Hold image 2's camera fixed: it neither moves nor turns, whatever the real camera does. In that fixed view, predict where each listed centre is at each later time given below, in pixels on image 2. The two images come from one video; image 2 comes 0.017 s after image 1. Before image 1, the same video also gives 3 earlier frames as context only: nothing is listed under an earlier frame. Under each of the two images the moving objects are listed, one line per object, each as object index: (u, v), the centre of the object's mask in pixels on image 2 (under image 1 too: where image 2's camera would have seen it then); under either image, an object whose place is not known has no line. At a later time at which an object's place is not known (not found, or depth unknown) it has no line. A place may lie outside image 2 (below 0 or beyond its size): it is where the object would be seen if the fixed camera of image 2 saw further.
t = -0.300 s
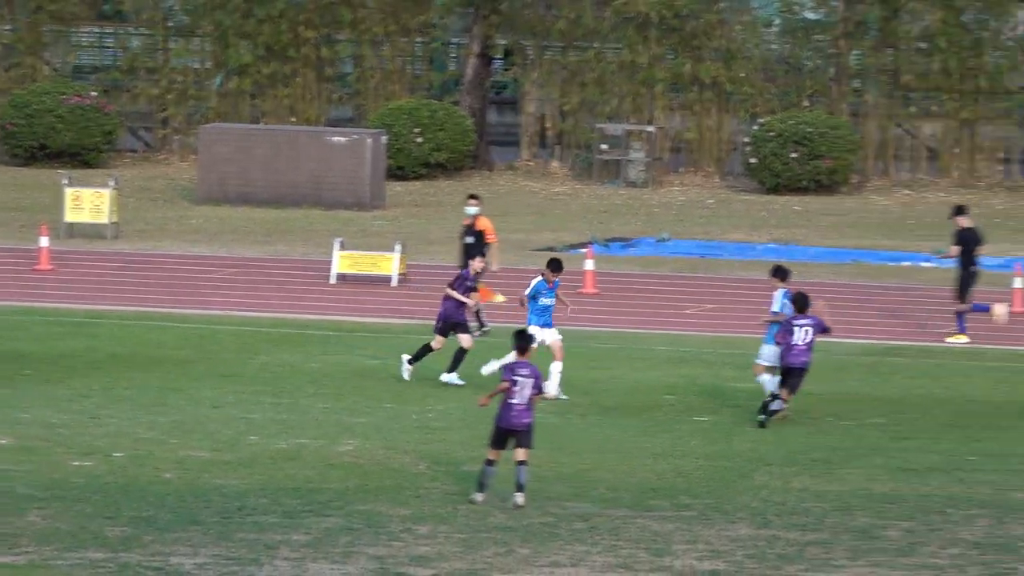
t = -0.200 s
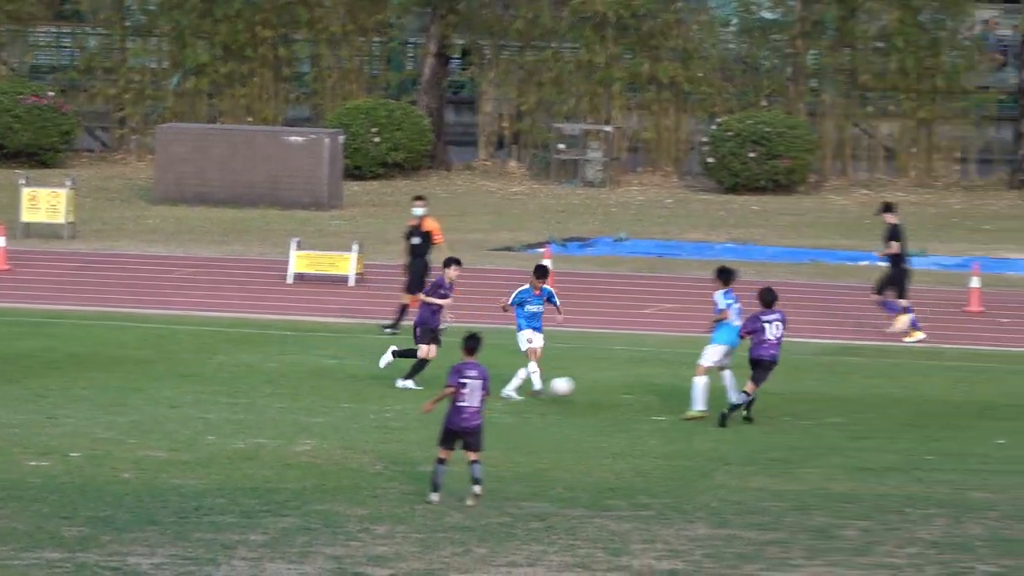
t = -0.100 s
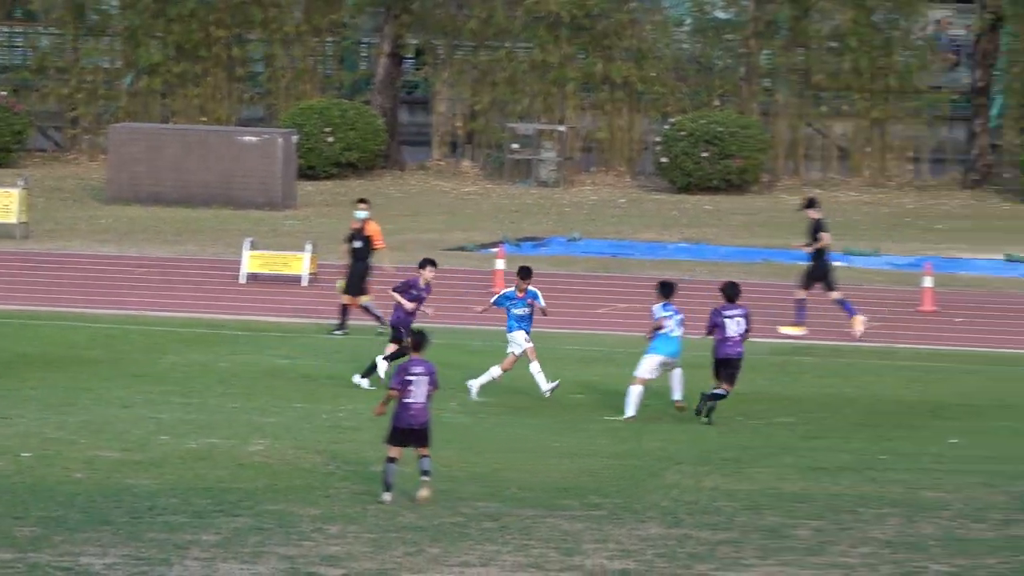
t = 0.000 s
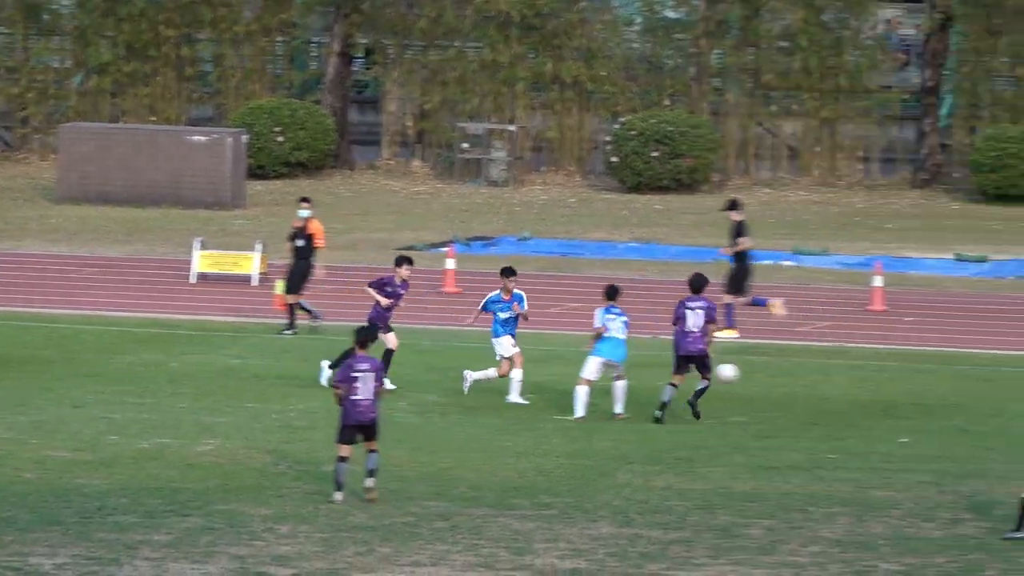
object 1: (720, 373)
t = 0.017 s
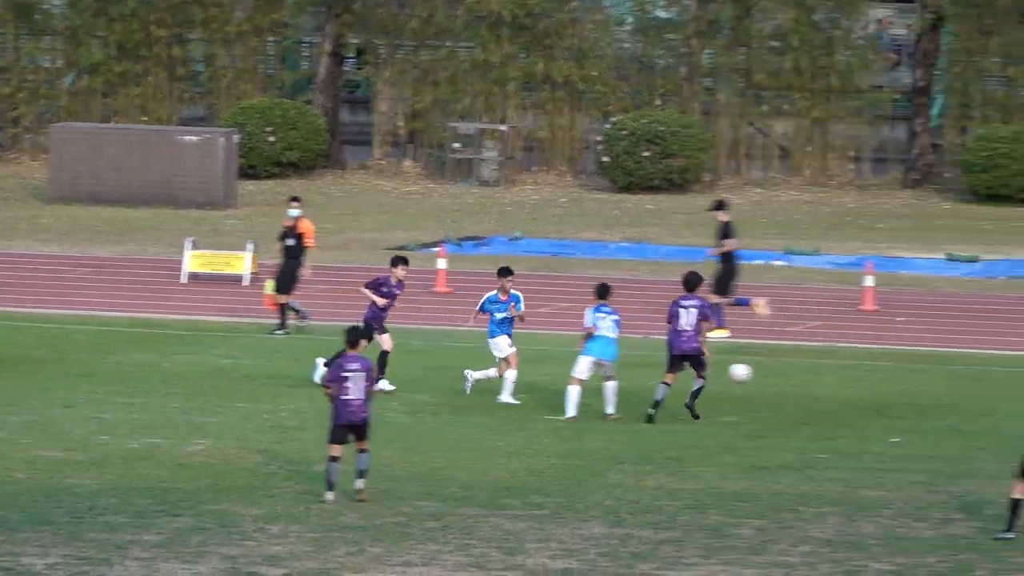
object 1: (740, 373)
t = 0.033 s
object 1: (760, 372)
